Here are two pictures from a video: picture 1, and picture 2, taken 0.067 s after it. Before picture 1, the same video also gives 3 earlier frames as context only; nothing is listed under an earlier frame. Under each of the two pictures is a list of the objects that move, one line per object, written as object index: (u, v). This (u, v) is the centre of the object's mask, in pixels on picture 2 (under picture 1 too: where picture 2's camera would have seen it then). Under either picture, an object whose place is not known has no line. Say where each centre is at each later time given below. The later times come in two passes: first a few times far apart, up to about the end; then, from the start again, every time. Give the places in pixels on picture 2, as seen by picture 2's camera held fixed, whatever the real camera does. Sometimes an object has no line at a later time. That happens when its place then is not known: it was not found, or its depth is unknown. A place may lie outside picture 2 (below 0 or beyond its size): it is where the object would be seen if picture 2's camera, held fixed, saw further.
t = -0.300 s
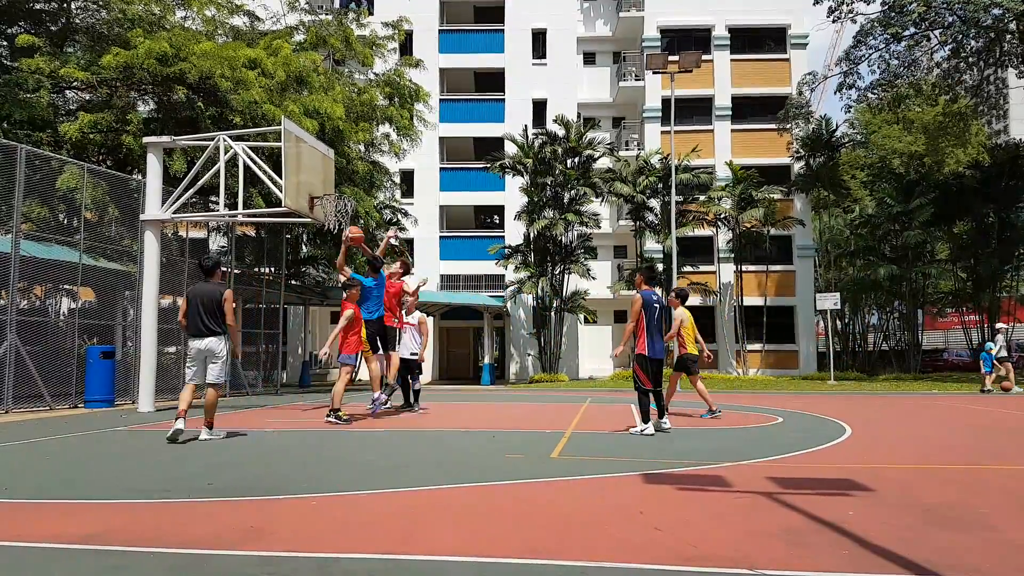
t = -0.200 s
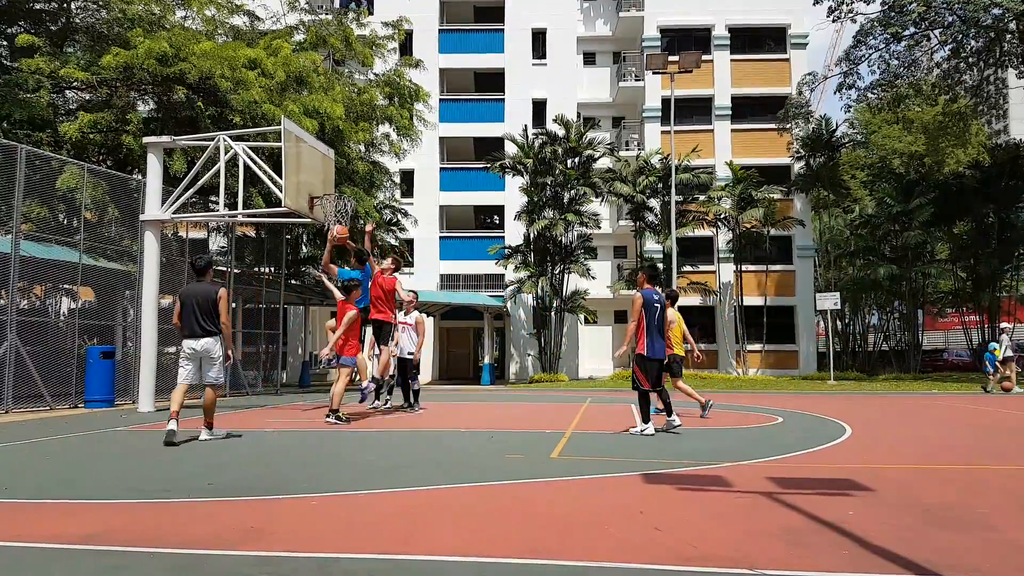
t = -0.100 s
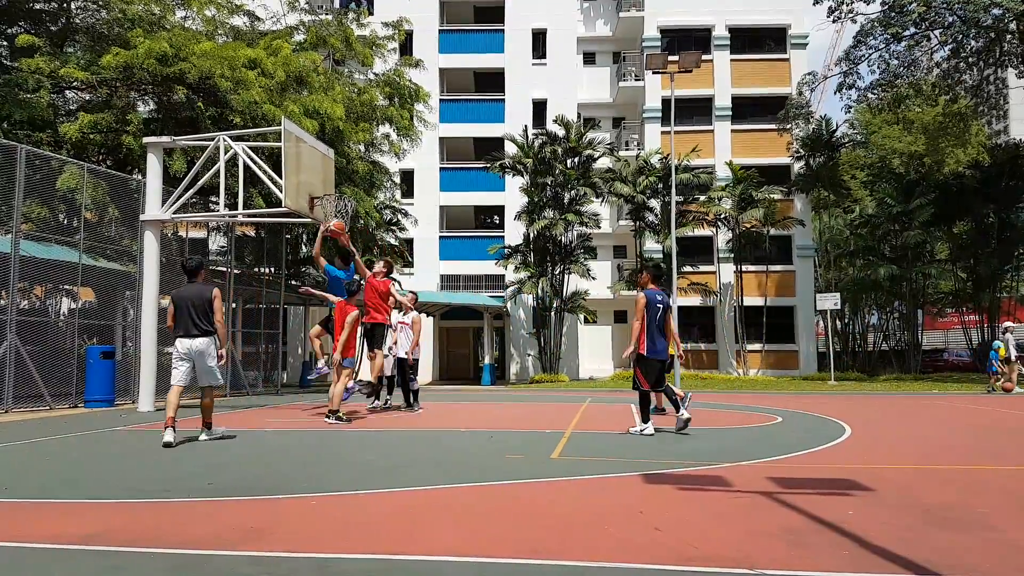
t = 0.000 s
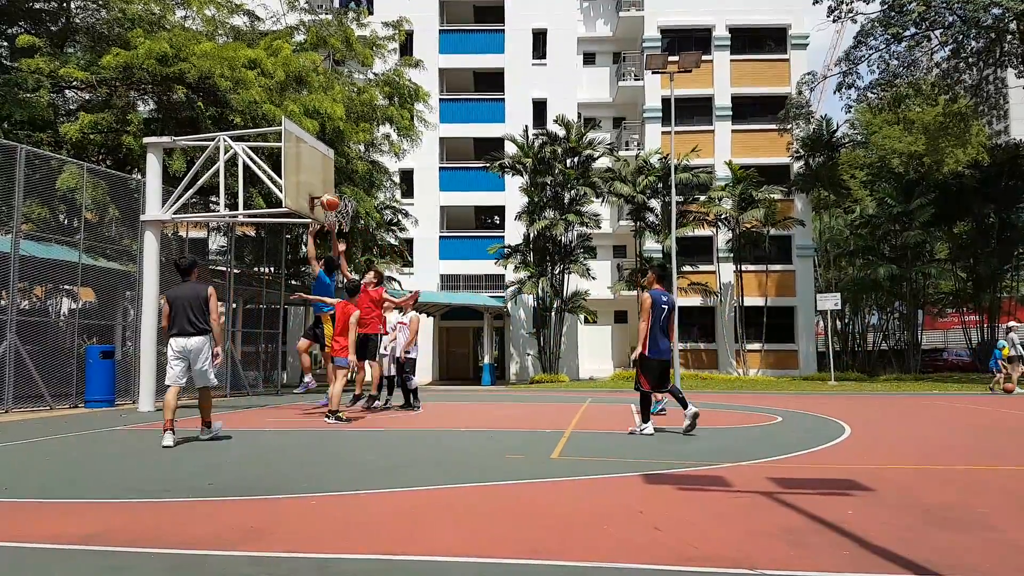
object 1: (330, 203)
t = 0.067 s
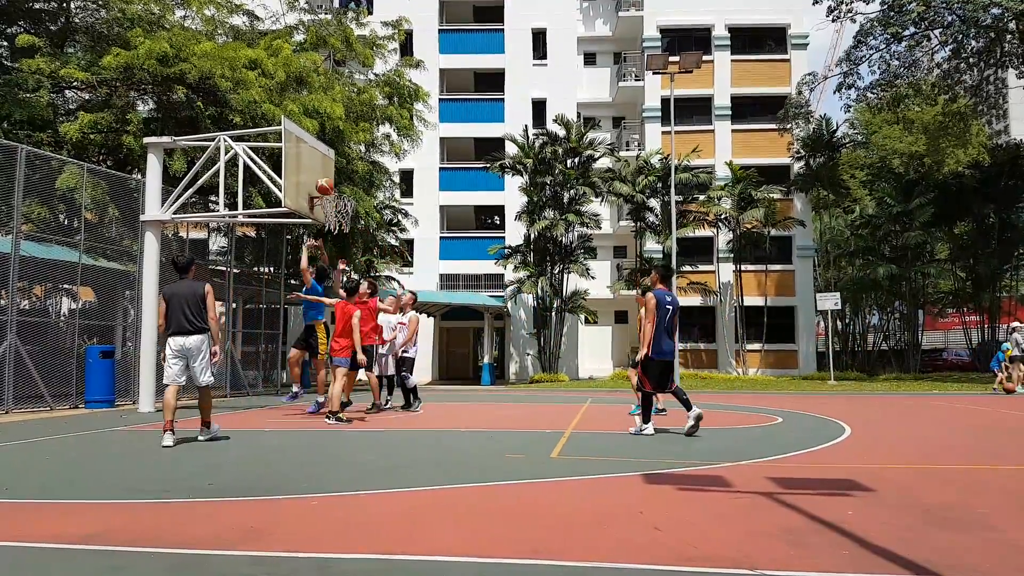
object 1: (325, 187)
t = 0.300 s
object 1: (311, 161)
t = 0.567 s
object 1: (342, 185)
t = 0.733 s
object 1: (334, 199)
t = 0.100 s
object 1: (323, 180)
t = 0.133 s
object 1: (321, 175)
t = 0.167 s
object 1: (319, 171)
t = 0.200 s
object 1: (317, 167)
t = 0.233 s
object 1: (315, 164)
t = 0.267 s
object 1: (313, 162)
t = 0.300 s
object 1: (311, 161)
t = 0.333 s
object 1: (315, 161)
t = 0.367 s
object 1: (318, 162)
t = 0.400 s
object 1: (322, 164)
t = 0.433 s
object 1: (326, 167)
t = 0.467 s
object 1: (330, 170)
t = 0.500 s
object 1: (334, 175)
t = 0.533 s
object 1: (338, 180)
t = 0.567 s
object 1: (342, 185)
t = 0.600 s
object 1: (346, 190)
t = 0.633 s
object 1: (346, 191)
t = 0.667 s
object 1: (341, 192)
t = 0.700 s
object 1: (336, 197)
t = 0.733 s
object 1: (334, 199)
